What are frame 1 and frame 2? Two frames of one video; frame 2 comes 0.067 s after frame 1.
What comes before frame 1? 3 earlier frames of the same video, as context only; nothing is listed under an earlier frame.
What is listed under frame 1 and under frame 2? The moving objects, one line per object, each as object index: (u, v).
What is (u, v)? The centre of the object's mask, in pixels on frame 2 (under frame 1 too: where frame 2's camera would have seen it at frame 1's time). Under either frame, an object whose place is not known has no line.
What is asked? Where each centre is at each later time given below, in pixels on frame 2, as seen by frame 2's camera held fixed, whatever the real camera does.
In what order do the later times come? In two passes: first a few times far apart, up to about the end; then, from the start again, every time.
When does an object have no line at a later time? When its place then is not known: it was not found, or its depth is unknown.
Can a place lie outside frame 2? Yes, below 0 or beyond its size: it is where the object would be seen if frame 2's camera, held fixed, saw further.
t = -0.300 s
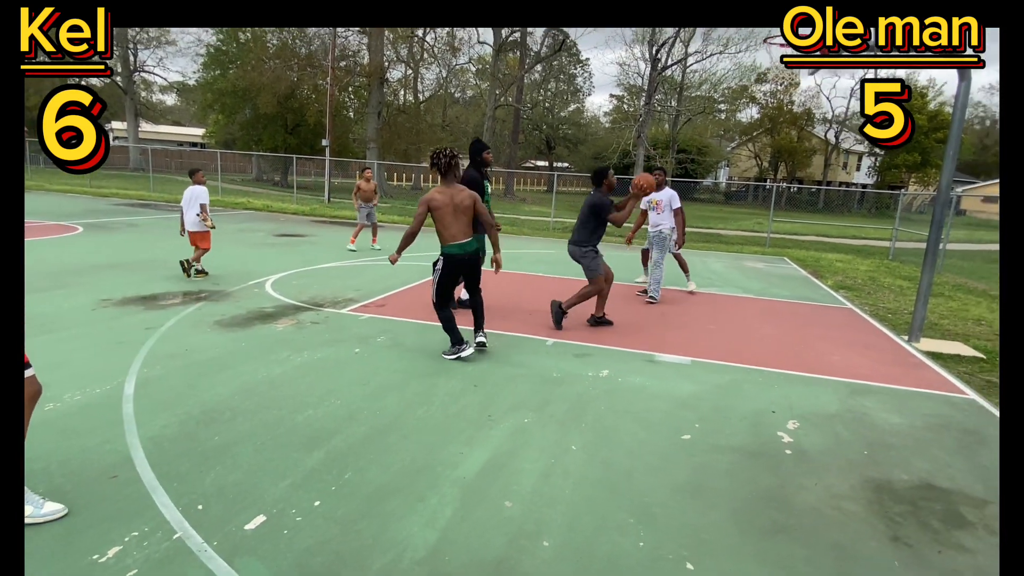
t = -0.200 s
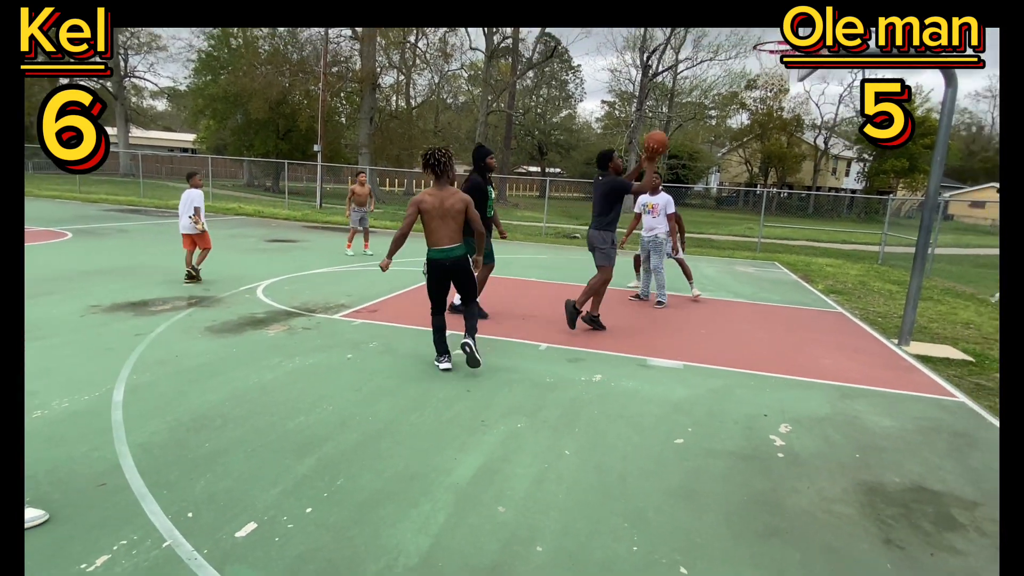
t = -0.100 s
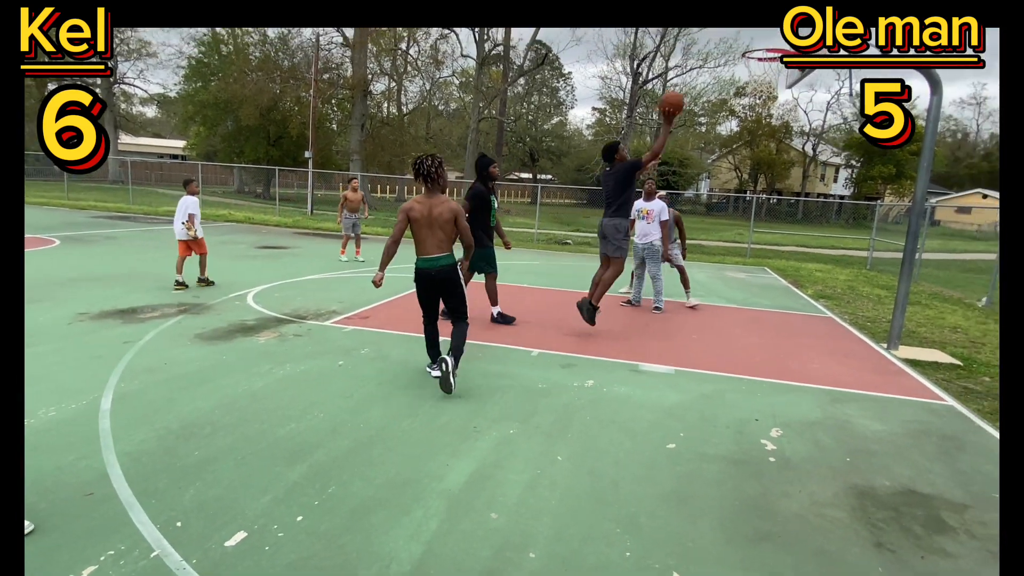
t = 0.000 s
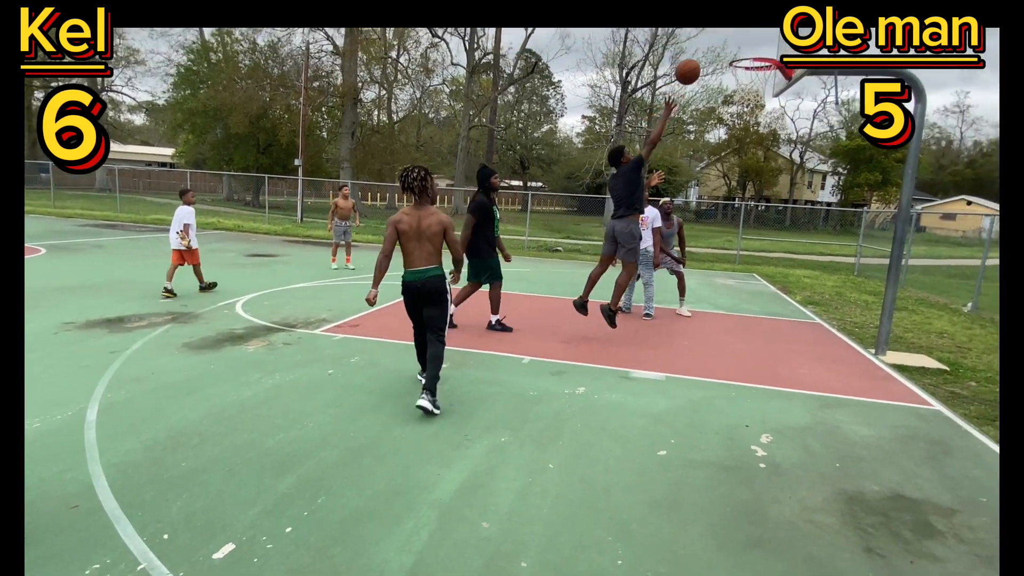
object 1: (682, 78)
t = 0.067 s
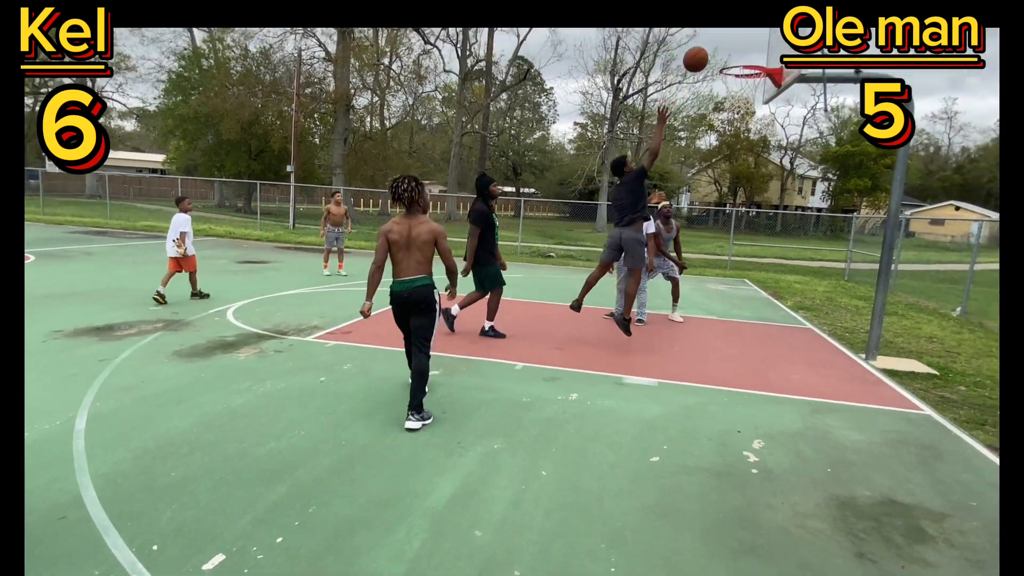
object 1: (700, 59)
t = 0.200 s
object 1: (732, 34)
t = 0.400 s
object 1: (772, 32)
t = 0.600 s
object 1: (751, 60)
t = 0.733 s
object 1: (729, 99)
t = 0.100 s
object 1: (708, 49)
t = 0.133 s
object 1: (716, 43)
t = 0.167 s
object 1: (724, 38)
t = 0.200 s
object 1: (732, 34)
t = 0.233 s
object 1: (739, 31)
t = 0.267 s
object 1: (746, 28)
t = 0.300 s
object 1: (753, 28)
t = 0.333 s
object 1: (763, 28)
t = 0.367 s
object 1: (766, 29)
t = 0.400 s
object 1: (772, 32)
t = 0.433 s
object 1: (779, 36)
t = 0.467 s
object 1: (775, 39)
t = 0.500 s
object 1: (769, 43)
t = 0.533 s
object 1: (763, 49)
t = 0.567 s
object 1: (757, 55)
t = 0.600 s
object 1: (751, 60)
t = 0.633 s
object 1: (742, 72)
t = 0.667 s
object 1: (740, 81)
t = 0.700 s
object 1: (735, 90)
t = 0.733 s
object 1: (729, 99)
